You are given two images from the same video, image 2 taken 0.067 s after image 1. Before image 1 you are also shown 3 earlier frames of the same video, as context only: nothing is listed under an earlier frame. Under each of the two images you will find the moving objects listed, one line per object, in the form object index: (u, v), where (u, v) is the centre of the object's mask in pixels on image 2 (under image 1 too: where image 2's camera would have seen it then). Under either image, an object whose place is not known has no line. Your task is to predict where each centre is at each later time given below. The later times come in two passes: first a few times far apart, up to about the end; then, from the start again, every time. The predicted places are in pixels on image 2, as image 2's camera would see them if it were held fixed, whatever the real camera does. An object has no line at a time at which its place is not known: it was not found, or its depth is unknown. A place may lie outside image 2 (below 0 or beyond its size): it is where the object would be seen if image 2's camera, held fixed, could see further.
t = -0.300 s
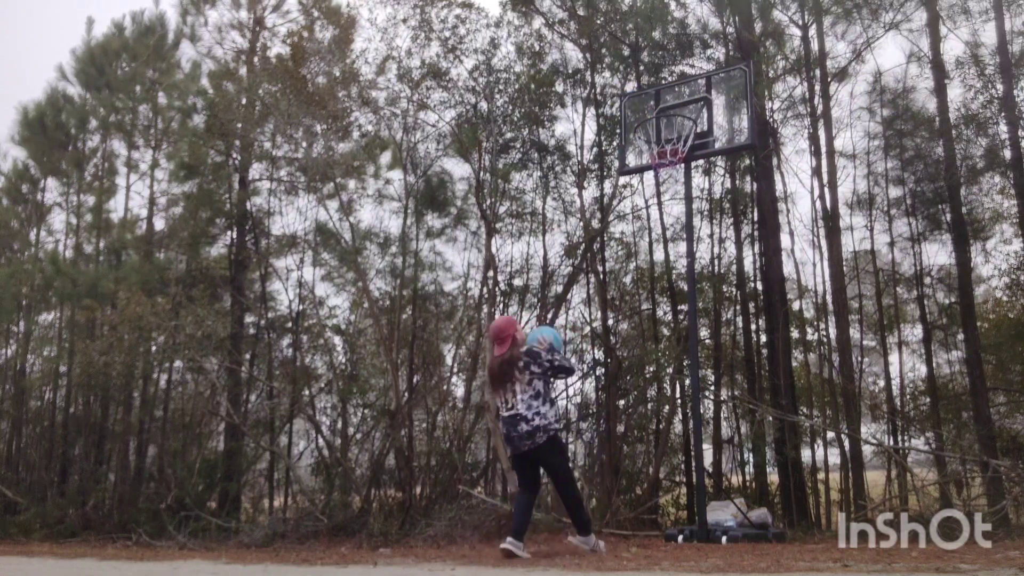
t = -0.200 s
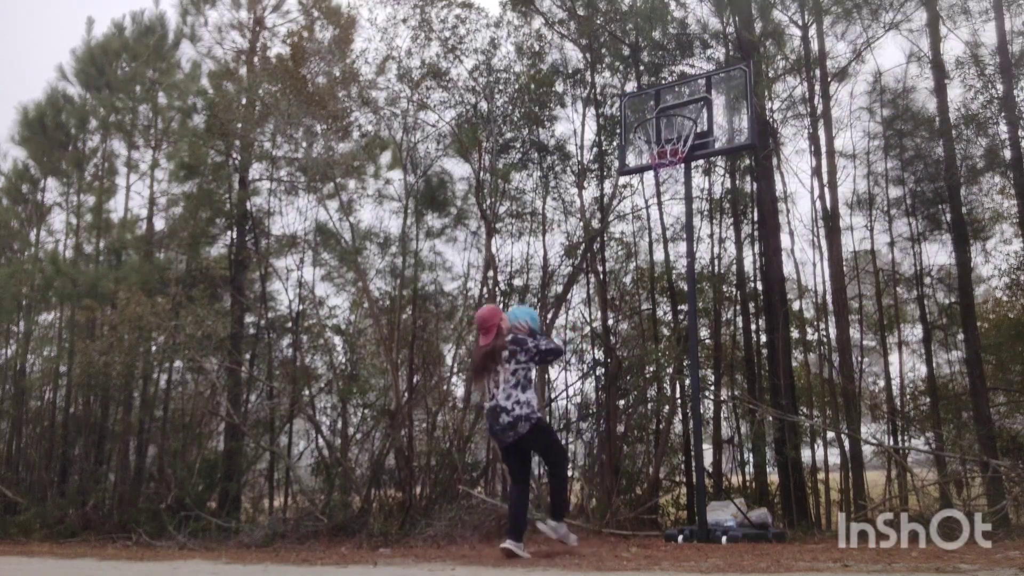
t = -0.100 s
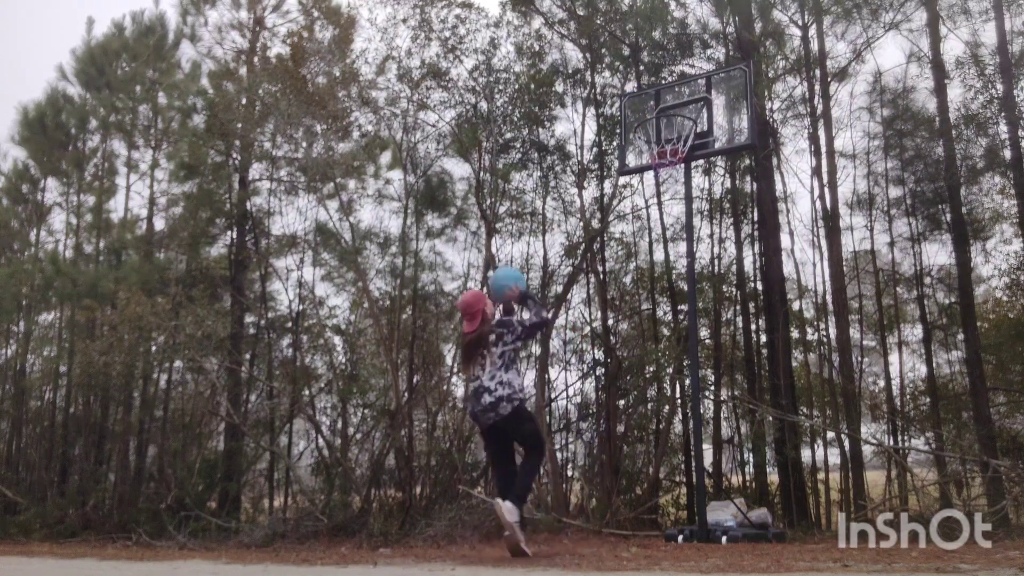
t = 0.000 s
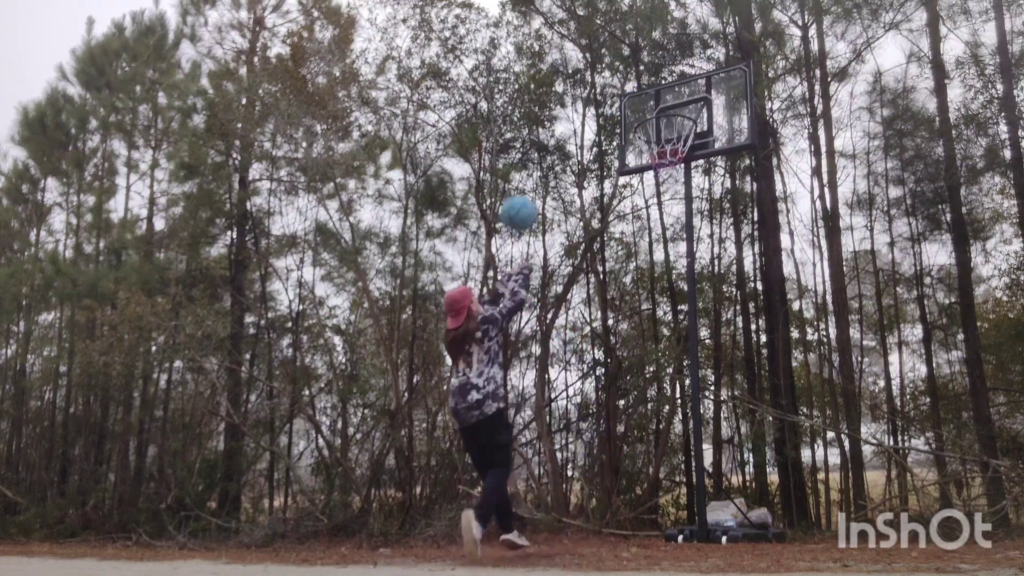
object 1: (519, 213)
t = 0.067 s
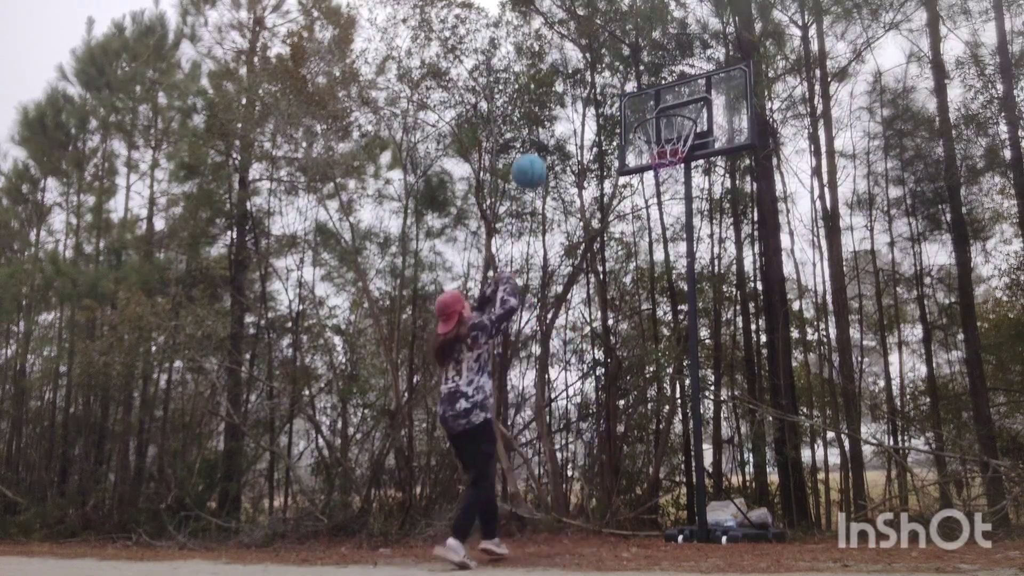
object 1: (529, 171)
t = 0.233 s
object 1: (554, 98)
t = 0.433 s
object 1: (586, 61)
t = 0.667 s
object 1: (625, 80)
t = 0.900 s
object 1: (652, 152)
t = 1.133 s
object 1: (672, 292)
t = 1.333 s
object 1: (702, 504)
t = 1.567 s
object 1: (680, 380)
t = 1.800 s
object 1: (659, 287)
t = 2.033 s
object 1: (644, 275)
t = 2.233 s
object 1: (637, 331)
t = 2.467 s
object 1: (635, 489)
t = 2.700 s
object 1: (617, 437)
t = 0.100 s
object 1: (533, 154)
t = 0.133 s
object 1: (538, 138)
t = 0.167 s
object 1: (543, 123)
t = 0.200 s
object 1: (548, 109)
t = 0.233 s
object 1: (554, 98)
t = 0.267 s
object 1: (559, 88)
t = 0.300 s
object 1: (564, 79)
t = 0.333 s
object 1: (570, 73)
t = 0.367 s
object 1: (575, 68)
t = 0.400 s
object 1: (580, 64)
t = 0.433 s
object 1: (586, 61)
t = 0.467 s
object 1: (592, 59)
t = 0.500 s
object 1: (597, 59)
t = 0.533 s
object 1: (602, 60)
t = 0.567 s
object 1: (608, 63)
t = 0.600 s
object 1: (613, 67)
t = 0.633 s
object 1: (619, 73)
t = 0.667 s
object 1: (625, 80)
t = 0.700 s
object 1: (631, 89)
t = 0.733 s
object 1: (638, 99)
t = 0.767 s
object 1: (643, 110)
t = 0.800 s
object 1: (646, 119)
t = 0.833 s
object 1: (648, 129)
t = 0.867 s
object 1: (650, 140)
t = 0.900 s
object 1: (652, 152)
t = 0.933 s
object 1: (655, 167)
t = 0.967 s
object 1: (657, 182)
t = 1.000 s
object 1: (660, 200)
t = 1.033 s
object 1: (663, 221)
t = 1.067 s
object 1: (666, 242)
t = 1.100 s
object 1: (669, 267)
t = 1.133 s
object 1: (672, 292)
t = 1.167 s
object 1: (677, 321)
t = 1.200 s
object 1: (681, 352)
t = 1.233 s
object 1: (686, 385)
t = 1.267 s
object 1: (690, 421)
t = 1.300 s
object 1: (696, 460)
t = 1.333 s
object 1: (702, 504)
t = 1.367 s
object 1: (705, 529)
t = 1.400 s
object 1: (700, 499)
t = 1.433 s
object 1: (696, 473)
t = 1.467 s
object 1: (692, 445)
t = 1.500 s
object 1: (687, 422)
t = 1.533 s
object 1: (684, 399)
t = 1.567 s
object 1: (680, 380)
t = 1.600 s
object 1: (676, 360)
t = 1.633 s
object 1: (673, 344)
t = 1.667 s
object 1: (670, 330)
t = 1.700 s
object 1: (667, 317)
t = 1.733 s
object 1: (664, 305)
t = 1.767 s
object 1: (661, 295)
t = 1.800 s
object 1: (659, 287)
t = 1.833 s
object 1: (656, 280)
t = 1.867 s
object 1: (654, 276)
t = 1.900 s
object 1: (652, 273)
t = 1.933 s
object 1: (650, 271)
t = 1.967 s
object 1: (648, 270)
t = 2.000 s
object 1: (646, 272)
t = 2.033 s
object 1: (644, 275)
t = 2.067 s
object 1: (643, 280)
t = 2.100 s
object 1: (641, 287)
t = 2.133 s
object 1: (640, 295)
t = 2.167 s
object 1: (639, 305)
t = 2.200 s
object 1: (637, 317)
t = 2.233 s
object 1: (637, 331)
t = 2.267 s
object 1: (636, 347)
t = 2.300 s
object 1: (635, 364)
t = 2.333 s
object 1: (635, 385)
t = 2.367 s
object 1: (635, 407)
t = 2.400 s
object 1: (635, 431)
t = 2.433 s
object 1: (635, 459)
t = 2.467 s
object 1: (635, 489)
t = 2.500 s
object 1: (636, 520)
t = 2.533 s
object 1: (634, 531)
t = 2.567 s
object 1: (630, 508)
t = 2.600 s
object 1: (627, 487)
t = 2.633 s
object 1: (623, 468)
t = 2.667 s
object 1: (620, 452)
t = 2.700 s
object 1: (617, 437)
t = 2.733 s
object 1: (614, 424)
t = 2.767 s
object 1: (611, 413)
